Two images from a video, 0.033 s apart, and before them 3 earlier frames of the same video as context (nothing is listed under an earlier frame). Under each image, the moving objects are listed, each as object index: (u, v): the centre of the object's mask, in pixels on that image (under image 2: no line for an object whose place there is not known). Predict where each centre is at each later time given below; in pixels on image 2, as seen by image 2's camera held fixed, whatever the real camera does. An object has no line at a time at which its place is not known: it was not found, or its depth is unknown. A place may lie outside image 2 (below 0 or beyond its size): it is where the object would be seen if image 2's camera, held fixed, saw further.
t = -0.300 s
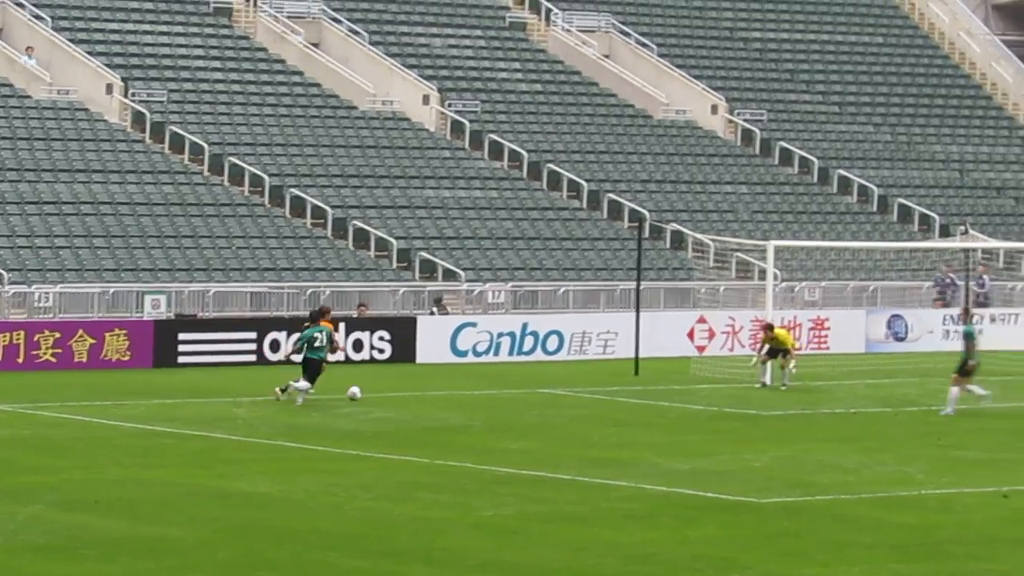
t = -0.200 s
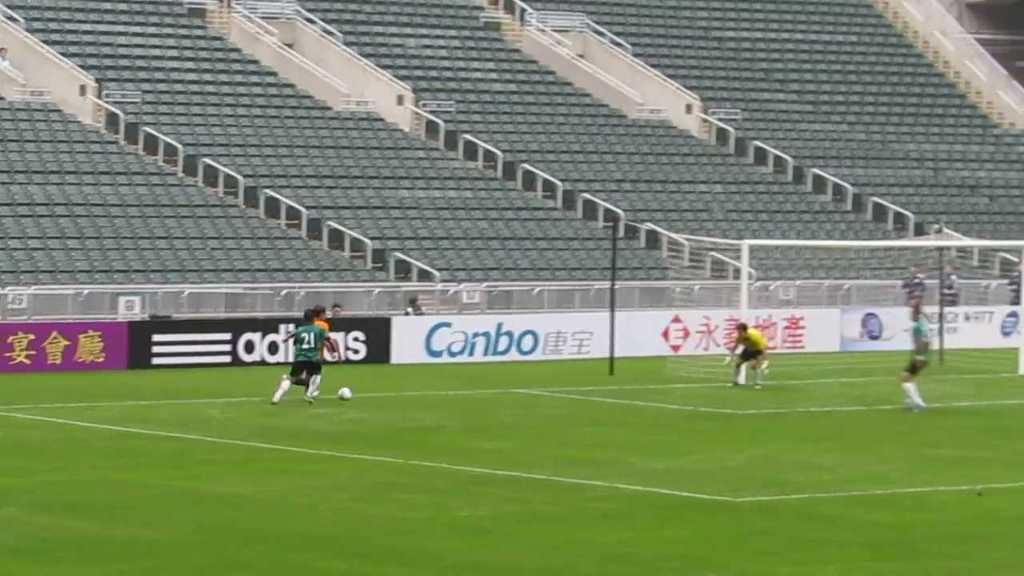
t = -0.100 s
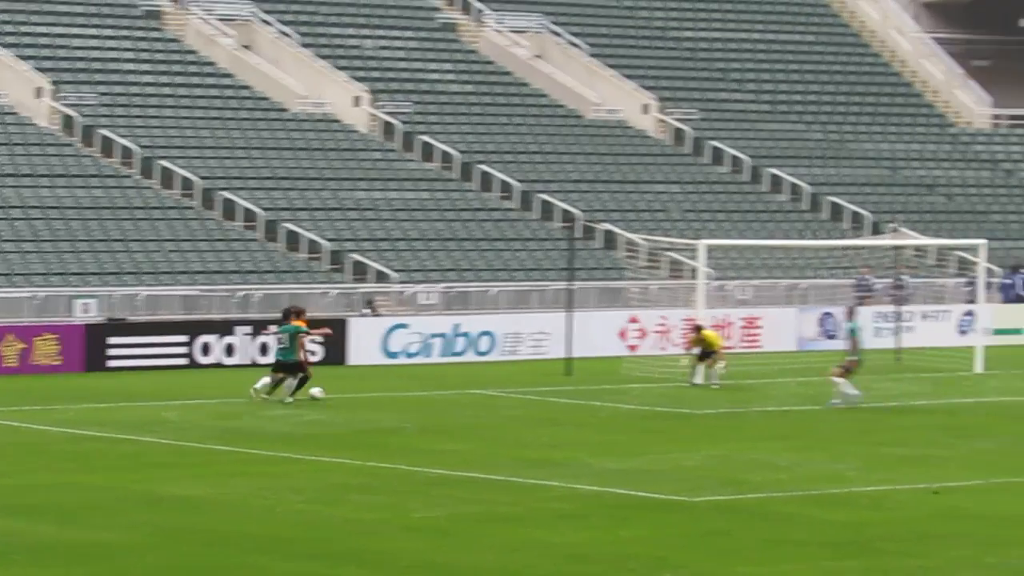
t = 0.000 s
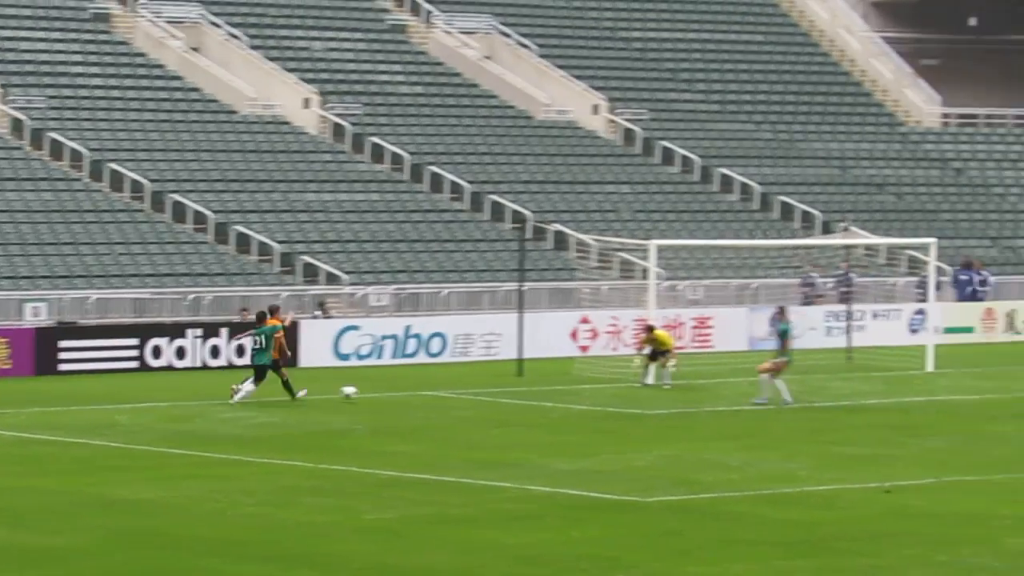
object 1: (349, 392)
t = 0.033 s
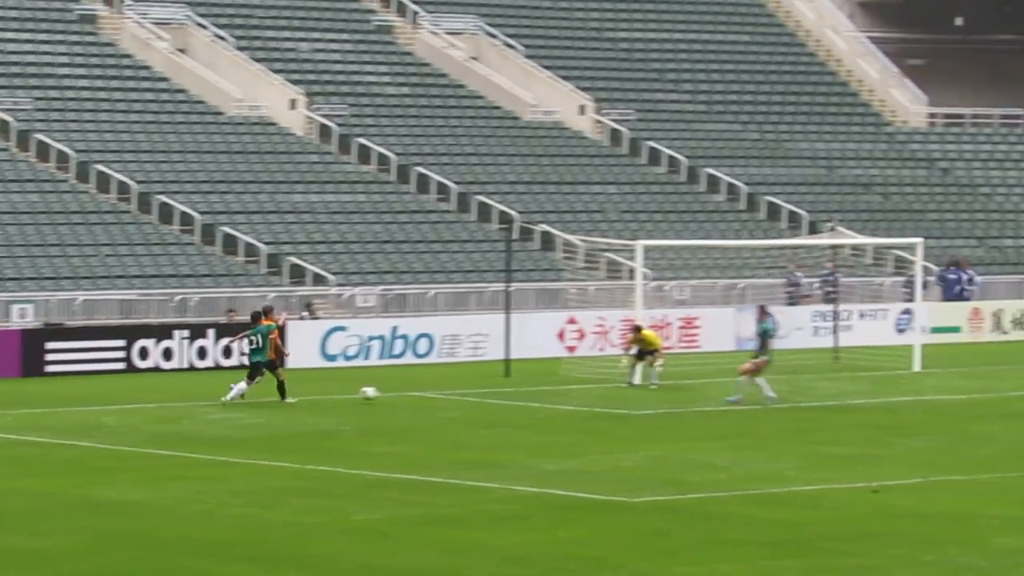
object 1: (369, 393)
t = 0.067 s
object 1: (401, 393)
